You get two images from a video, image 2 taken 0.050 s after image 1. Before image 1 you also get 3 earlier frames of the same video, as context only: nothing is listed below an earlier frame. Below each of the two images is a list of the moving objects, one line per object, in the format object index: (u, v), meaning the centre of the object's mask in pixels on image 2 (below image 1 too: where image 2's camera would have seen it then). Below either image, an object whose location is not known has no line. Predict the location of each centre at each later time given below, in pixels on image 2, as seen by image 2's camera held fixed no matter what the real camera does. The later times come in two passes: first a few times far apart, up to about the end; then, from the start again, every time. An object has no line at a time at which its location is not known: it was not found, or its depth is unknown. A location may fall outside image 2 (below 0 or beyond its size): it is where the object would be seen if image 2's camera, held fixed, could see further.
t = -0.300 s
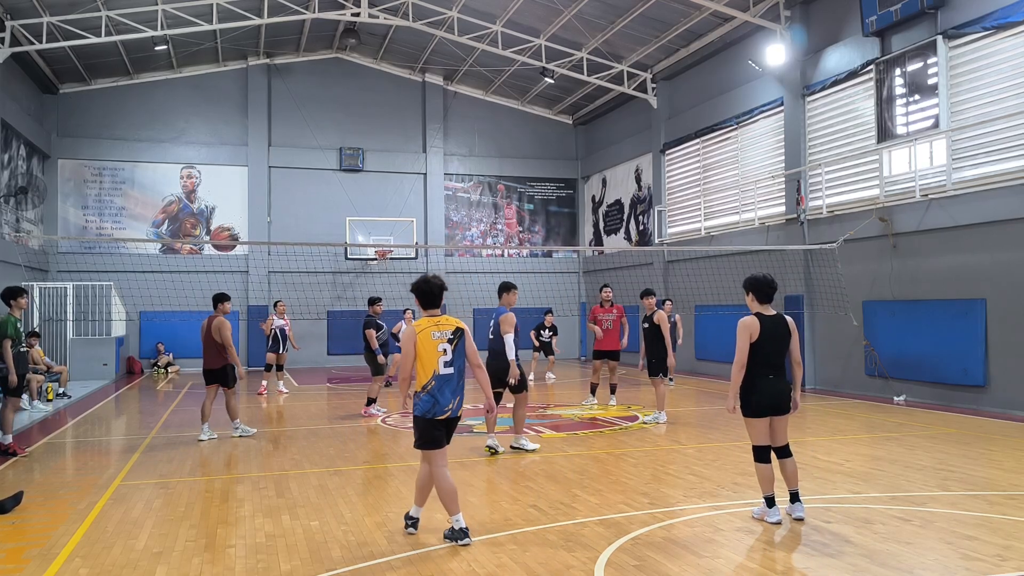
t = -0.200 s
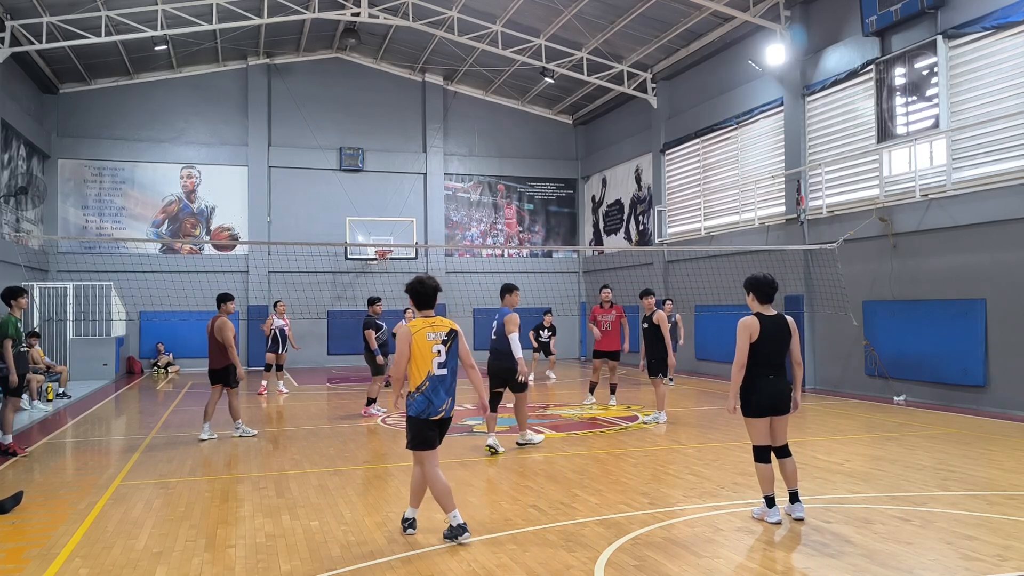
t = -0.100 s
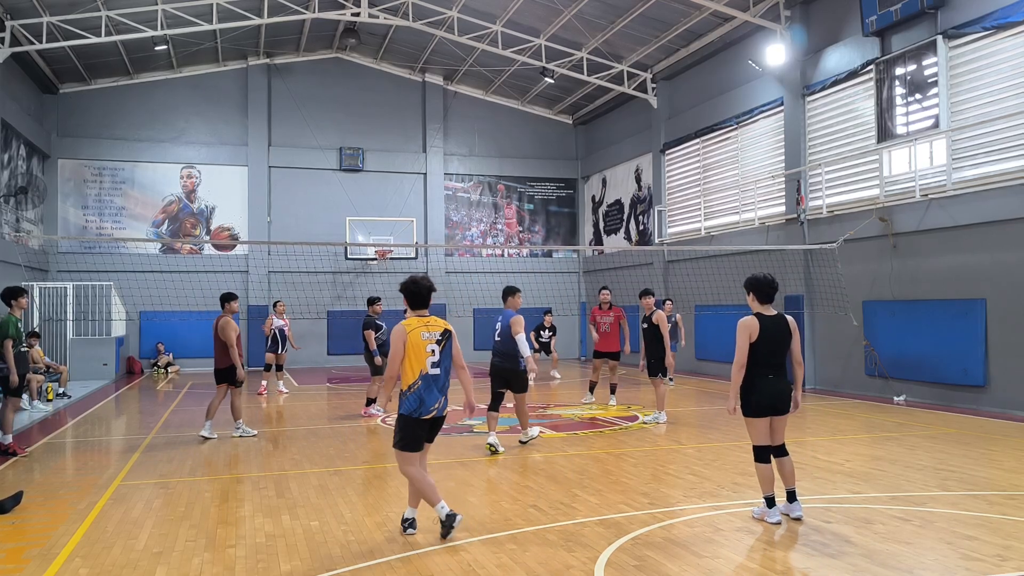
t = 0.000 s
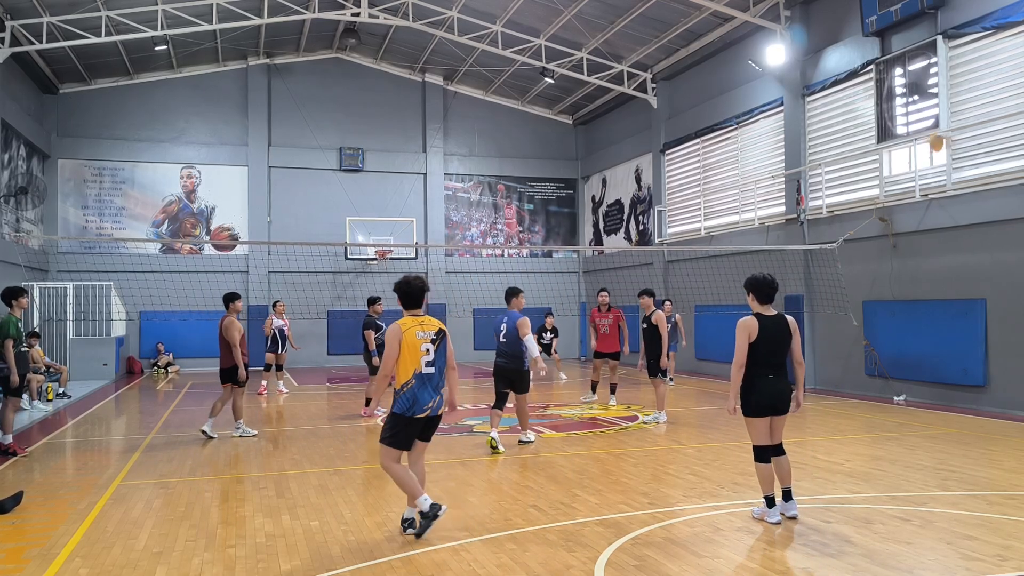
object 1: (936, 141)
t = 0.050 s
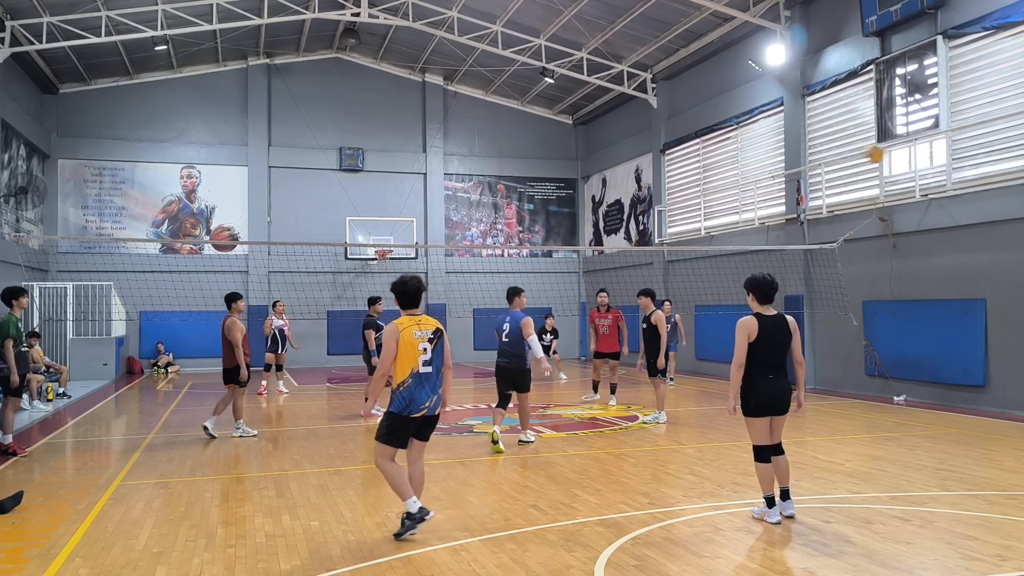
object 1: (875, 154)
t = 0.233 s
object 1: (719, 198)
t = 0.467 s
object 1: (605, 261)
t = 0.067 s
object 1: (856, 157)
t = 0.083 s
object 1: (840, 161)
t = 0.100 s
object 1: (823, 165)
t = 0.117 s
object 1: (807, 168)
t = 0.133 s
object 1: (794, 172)
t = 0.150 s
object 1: (781, 176)
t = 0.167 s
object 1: (767, 181)
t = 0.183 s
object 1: (754, 185)
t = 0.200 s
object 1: (741, 189)
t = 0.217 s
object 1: (730, 193)
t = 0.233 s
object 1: (719, 198)
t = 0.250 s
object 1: (708, 203)
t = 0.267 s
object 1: (699, 206)
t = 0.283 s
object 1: (689, 211)
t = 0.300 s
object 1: (680, 216)
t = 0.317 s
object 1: (671, 220)
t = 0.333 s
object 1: (663, 225)
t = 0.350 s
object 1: (654, 229)
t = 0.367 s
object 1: (646, 234)
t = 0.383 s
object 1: (639, 238)
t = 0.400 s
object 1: (632, 242)
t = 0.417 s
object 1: (625, 247)
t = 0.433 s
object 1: (618, 253)
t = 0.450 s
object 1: (611, 257)
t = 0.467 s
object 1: (605, 261)
